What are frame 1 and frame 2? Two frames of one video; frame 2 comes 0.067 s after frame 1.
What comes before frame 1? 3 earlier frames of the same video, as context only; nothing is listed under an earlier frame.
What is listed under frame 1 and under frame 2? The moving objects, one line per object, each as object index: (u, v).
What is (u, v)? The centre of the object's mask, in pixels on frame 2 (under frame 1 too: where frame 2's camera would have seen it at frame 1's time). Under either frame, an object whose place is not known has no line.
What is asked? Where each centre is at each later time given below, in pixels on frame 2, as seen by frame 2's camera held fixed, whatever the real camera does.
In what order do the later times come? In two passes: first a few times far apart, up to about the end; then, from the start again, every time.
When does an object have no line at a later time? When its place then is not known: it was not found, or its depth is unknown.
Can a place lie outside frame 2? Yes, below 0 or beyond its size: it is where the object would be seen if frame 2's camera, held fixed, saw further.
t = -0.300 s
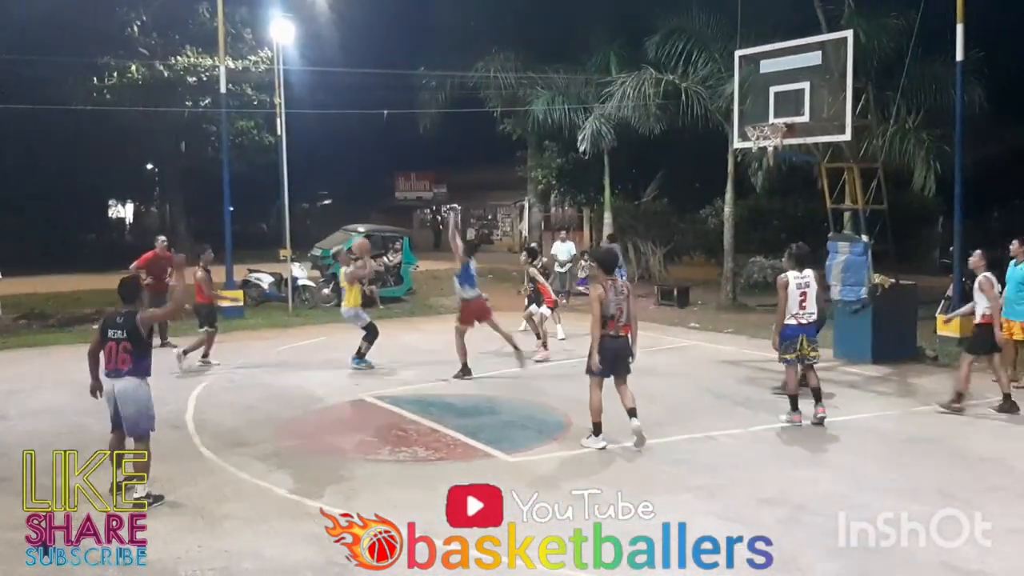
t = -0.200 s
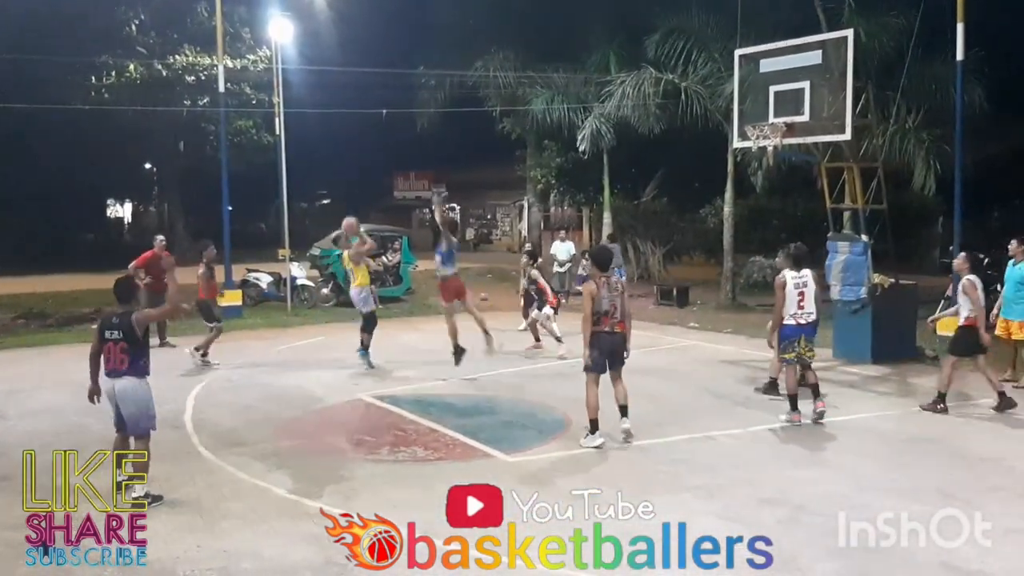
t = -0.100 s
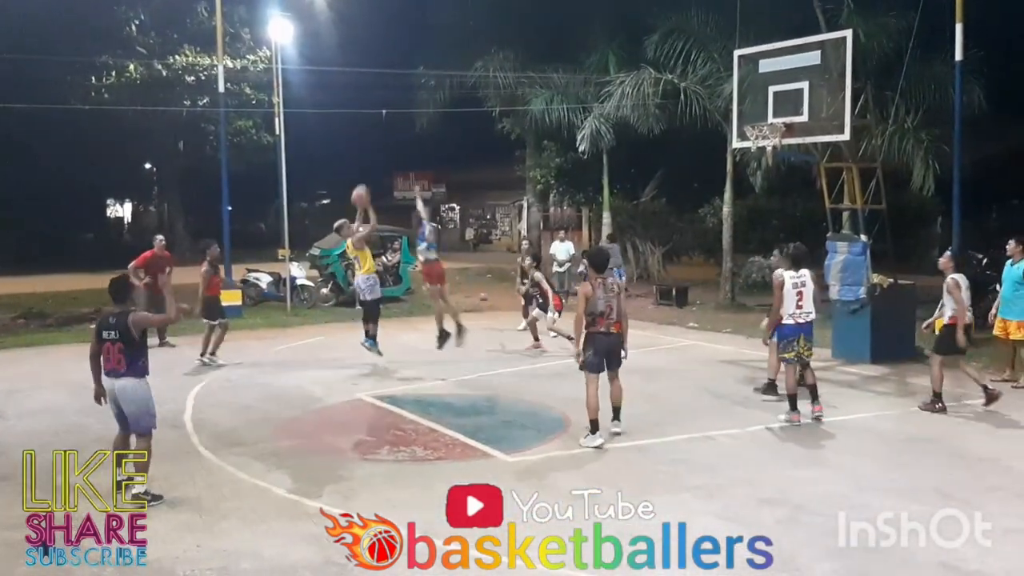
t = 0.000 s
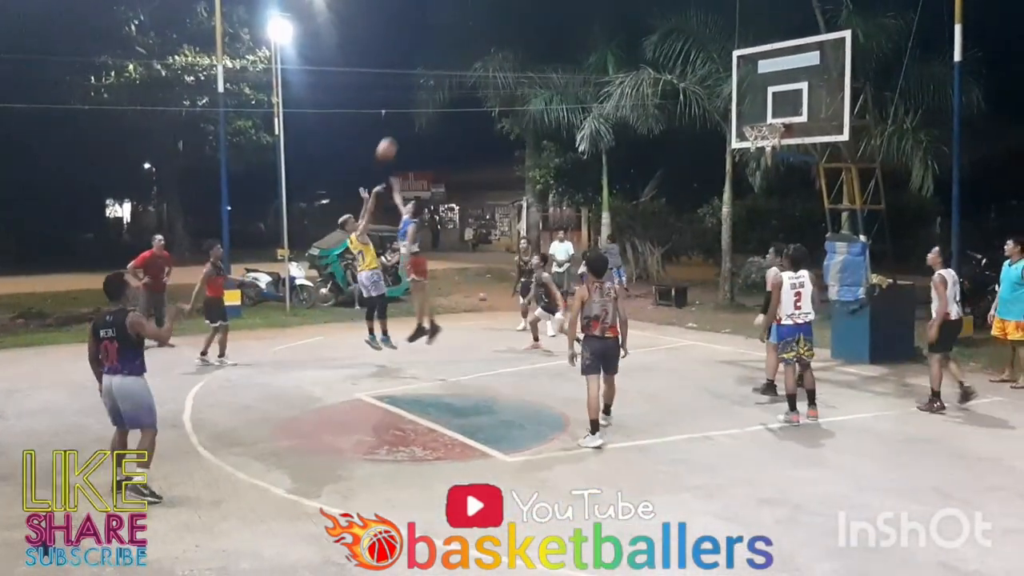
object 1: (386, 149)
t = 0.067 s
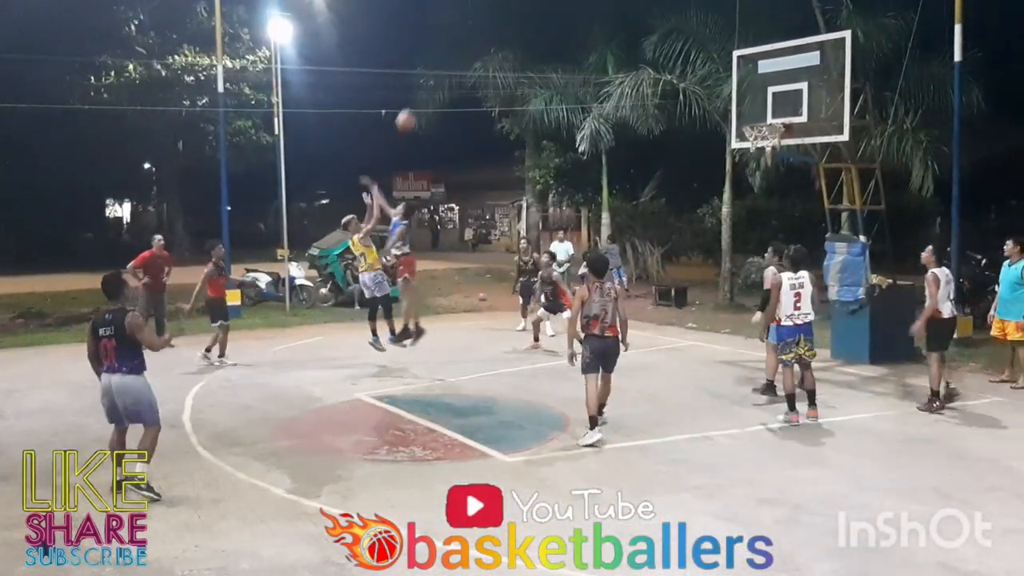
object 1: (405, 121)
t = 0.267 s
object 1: (467, 51)
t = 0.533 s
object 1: (549, 6)
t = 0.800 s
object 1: (635, 14)
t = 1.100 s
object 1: (730, 97)
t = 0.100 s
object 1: (416, 106)
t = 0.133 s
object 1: (426, 93)
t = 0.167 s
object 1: (436, 81)
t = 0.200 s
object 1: (446, 70)
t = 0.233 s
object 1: (456, 60)
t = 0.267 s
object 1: (467, 51)
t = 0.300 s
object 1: (477, 42)
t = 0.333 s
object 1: (487, 34)
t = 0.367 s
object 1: (498, 27)
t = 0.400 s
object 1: (508, 21)
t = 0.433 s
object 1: (519, 15)
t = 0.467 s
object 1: (529, 10)
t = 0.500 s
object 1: (539, 7)
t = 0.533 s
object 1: (549, 6)
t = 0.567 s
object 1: (560, 5)
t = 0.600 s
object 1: (571, 4)
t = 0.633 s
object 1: (582, 4)
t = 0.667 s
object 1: (592, 4)
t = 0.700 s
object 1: (603, 5)
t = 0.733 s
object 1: (614, 7)
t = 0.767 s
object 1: (624, 10)
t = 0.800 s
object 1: (635, 14)
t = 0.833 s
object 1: (646, 20)
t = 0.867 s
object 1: (656, 26)
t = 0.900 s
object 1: (666, 33)
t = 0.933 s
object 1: (677, 41)
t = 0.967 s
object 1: (688, 51)
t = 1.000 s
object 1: (698, 61)
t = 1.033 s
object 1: (709, 73)
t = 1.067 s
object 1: (720, 84)
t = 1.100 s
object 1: (730, 97)
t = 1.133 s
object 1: (742, 112)
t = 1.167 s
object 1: (746, 117)
